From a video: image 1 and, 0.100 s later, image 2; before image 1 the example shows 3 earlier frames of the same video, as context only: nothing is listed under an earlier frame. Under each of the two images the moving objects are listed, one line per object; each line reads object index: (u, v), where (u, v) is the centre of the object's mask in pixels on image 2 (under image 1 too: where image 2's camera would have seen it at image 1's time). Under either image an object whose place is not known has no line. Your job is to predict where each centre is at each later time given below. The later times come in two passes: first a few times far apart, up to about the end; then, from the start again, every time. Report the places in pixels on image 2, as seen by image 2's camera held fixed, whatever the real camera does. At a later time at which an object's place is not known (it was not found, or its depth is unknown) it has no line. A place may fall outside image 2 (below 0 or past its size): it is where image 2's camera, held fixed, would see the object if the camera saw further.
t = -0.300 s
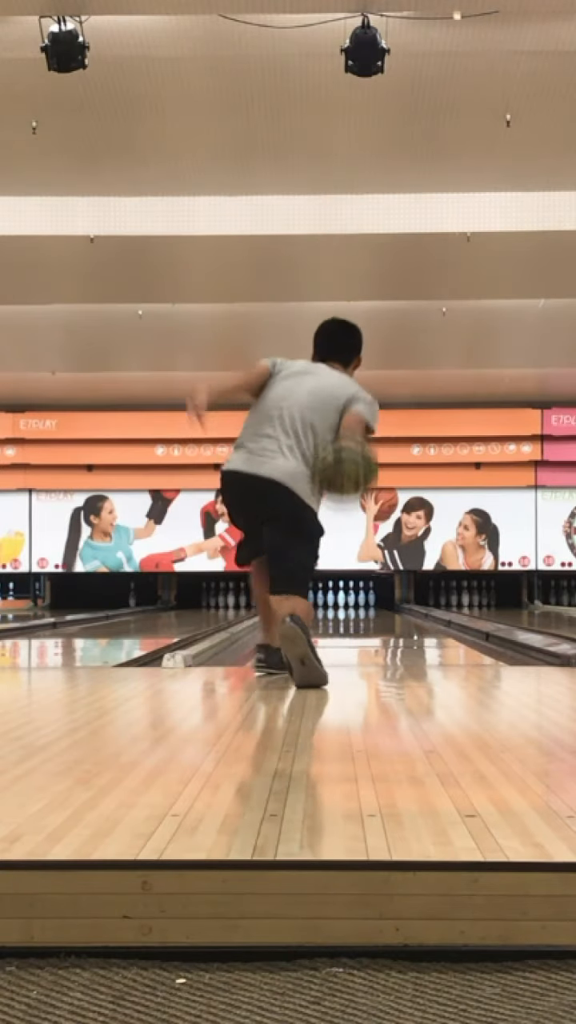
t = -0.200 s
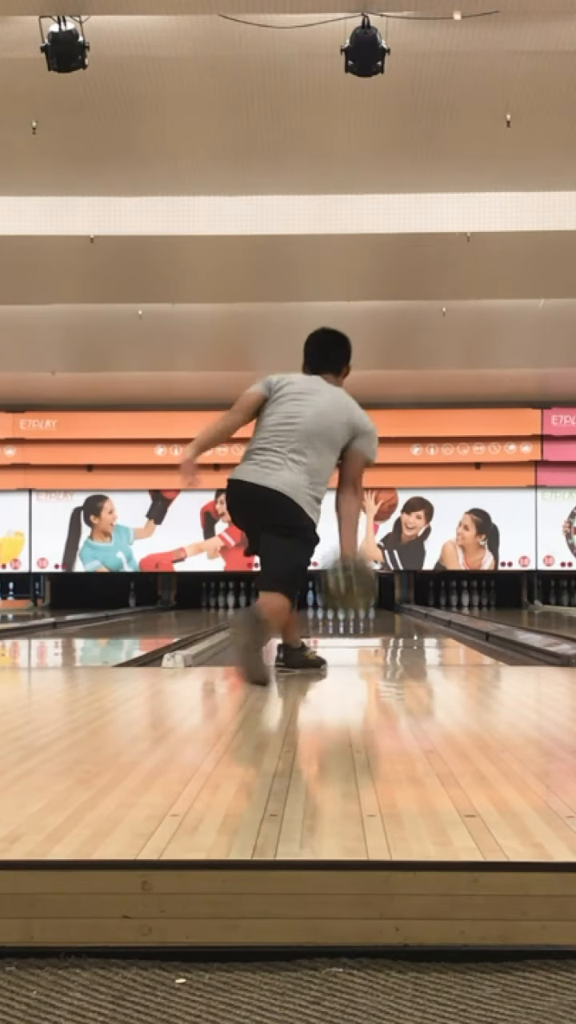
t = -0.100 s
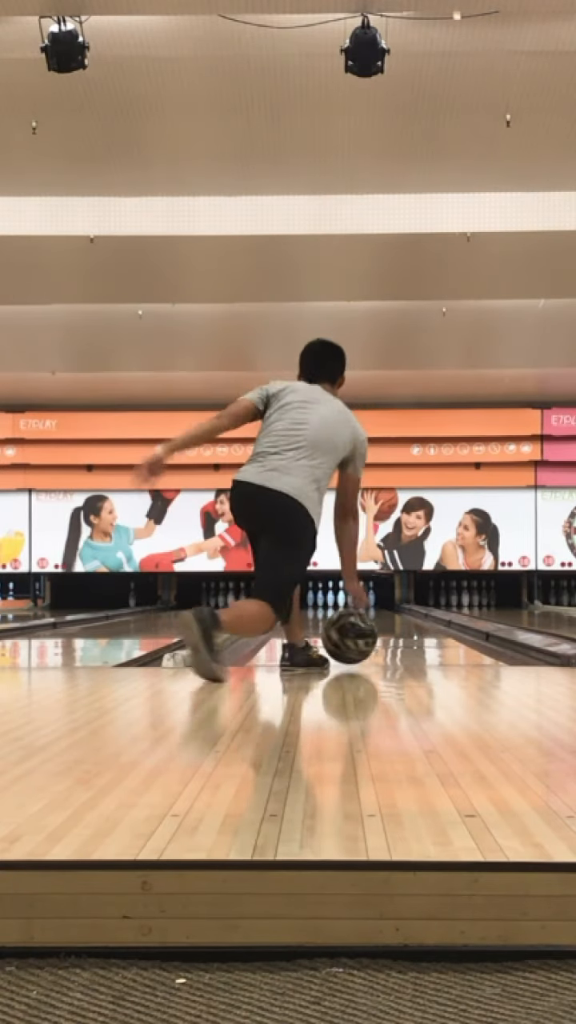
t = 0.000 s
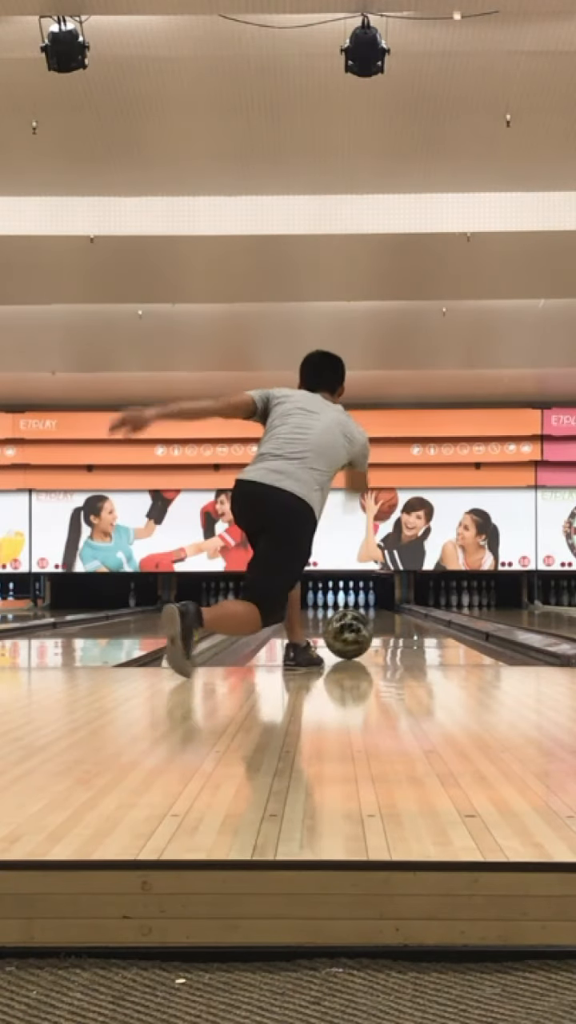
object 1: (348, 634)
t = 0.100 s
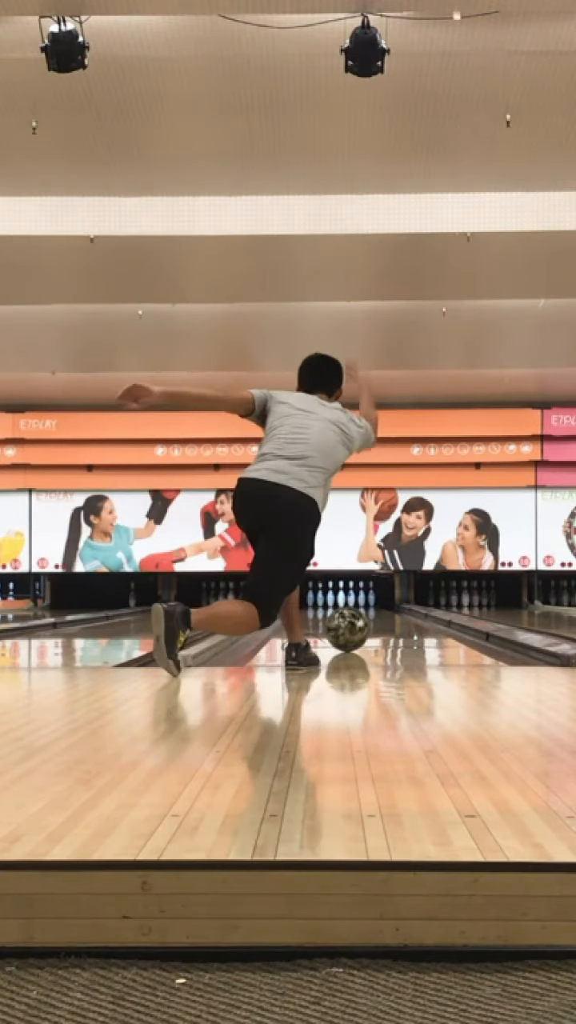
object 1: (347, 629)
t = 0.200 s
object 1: (346, 625)
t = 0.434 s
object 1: (344, 617)
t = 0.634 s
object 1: (342, 614)
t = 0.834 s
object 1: (341, 611)
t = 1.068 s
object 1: (340, 607)
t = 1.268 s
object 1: (339, 605)
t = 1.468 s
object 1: (339, 604)
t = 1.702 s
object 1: (338, 602)
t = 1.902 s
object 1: (337, 601)
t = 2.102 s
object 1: (336, 601)
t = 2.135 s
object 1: (336, 601)
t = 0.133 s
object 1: (347, 627)
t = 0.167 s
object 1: (347, 626)
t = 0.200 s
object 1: (346, 625)
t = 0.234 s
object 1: (346, 623)
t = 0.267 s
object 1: (346, 622)
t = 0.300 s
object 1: (345, 621)
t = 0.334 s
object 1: (345, 620)
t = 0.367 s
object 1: (345, 619)
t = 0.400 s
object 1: (346, 618)
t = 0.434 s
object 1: (344, 617)
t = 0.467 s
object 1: (344, 617)
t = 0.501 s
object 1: (344, 616)
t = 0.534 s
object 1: (344, 616)
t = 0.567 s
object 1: (343, 615)
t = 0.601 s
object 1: (343, 615)
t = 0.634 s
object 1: (342, 614)
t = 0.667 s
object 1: (342, 614)
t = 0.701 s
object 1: (342, 613)
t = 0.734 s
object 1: (342, 612)
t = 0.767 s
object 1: (342, 612)
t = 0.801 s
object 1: (341, 612)
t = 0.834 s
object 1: (341, 611)
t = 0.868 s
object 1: (341, 611)
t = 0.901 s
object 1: (341, 610)
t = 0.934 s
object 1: (341, 609)
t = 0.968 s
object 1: (341, 608)
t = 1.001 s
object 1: (341, 608)
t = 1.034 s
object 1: (341, 608)
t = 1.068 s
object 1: (340, 607)
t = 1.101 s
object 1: (340, 607)
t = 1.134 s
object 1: (340, 607)
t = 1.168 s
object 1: (340, 607)
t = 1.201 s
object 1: (339, 606)
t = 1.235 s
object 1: (340, 606)
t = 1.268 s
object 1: (339, 605)
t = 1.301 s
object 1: (339, 605)
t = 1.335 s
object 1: (339, 605)
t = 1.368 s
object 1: (339, 605)
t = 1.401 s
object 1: (339, 604)
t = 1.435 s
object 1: (339, 604)
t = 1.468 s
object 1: (339, 604)
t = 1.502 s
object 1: (339, 603)
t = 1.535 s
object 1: (339, 603)
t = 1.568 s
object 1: (339, 603)
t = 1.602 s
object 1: (338, 602)
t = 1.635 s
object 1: (338, 602)
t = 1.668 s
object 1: (338, 602)
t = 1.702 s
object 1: (338, 602)
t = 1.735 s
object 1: (338, 602)
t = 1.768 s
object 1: (337, 602)
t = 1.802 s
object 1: (337, 602)
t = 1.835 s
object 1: (338, 601)
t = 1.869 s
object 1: (337, 601)
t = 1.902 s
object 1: (337, 601)
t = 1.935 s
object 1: (337, 601)
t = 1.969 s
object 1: (337, 601)
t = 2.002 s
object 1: (337, 601)
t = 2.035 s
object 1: (336, 601)
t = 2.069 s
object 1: (336, 601)
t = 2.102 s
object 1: (336, 601)
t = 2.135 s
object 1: (336, 601)
